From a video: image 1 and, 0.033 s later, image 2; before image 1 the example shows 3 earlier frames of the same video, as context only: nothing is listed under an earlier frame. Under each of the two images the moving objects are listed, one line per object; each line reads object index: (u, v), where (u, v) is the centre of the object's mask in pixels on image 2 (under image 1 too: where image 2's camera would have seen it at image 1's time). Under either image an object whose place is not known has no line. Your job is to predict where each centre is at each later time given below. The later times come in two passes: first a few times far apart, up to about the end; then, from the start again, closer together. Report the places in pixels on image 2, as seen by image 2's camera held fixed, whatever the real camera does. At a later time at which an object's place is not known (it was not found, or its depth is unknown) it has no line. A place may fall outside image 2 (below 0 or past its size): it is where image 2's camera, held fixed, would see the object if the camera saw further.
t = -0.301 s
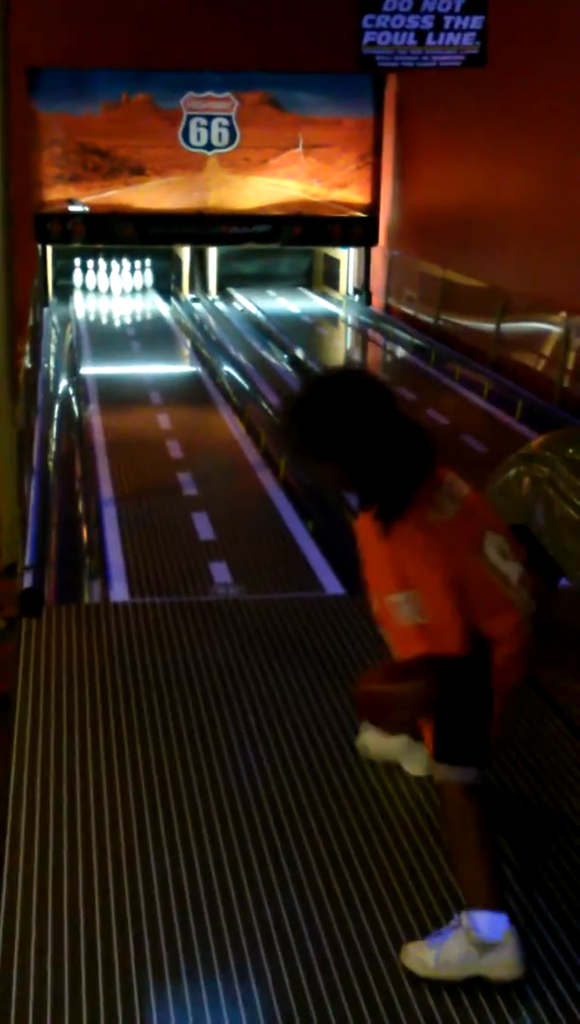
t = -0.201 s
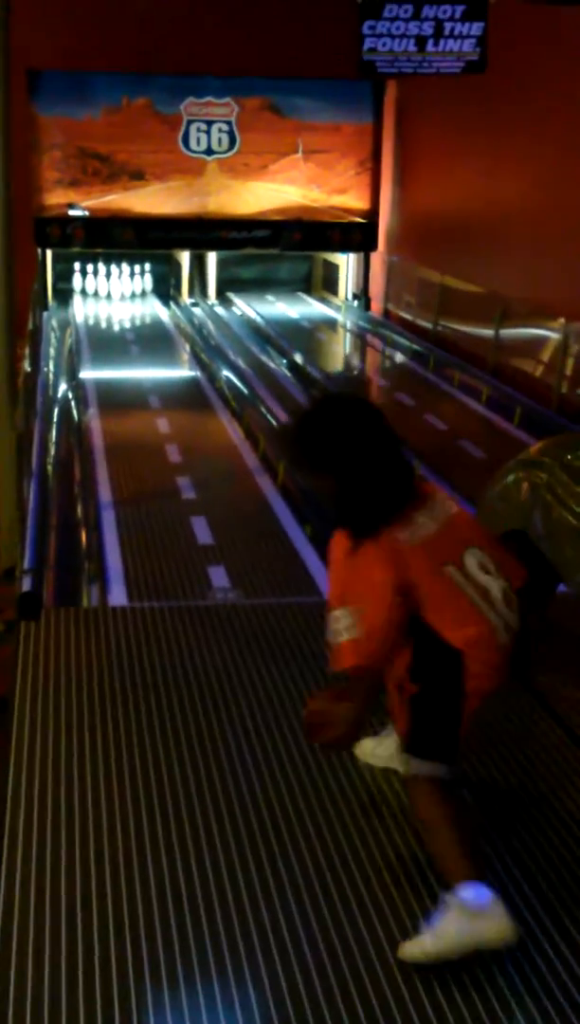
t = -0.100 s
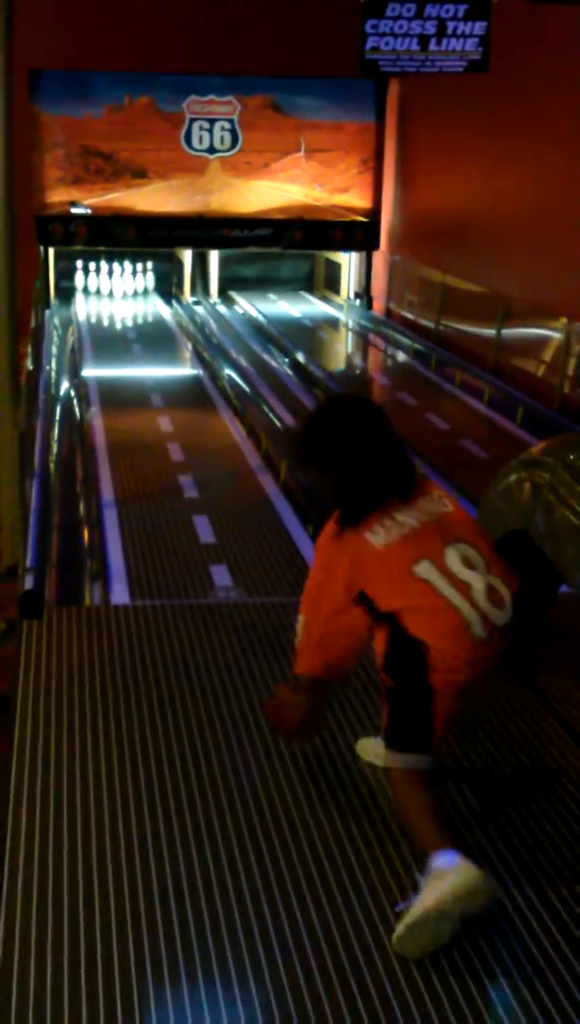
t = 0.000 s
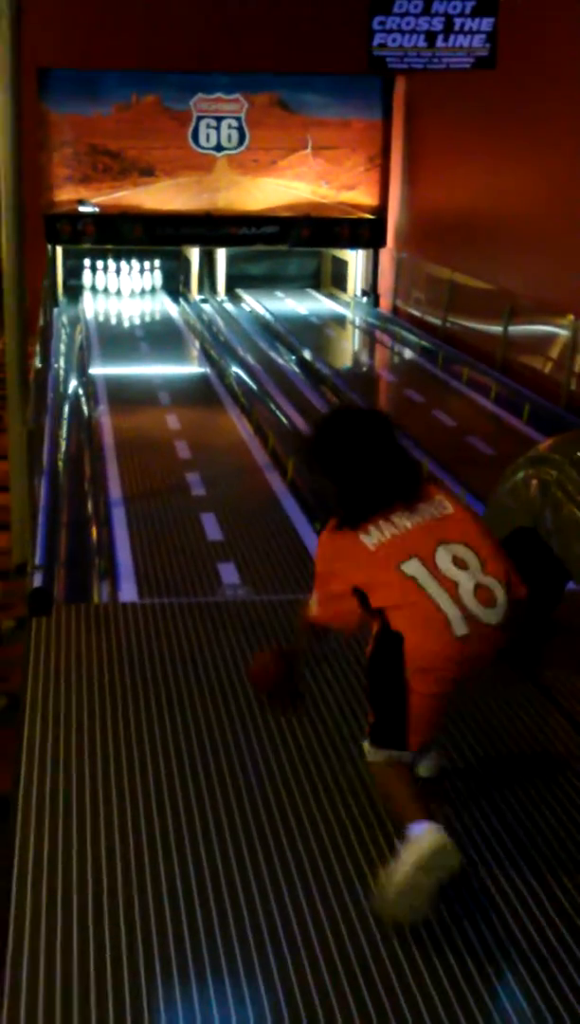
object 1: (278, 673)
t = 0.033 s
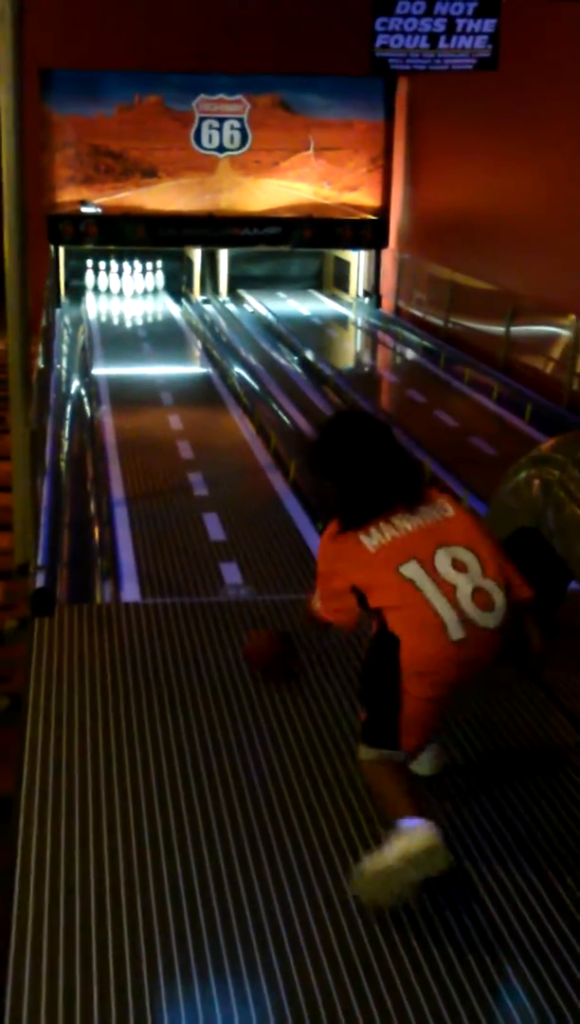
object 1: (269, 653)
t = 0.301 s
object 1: (230, 539)
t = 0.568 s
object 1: (211, 473)
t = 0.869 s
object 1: (196, 422)
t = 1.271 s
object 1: (182, 373)
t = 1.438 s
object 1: (178, 357)
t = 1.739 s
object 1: (172, 334)
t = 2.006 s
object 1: (167, 318)
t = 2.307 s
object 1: (163, 301)
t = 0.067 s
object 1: (265, 638)
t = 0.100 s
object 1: (260, 622)
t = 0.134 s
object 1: (253, 604)
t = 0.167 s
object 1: (246, 587)
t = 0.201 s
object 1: (243, 574)
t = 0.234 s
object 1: (240, 561)
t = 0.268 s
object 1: (235, 549)
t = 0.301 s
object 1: (230, 539)
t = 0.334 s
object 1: (228, 530)
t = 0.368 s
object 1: (226, 519)
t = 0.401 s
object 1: (223, 510)
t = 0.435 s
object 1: (220, 502)
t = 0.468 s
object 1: (217, 495)
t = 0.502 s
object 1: (214, 490)
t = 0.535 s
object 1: (212, 480)
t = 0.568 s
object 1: (211, 473)
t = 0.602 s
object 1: (209, 467)
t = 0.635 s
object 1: (206, 460)
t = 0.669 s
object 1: (205, 453)
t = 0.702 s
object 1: (203, 447)
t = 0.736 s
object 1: (202, 443)
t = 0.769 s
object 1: (200, 439)
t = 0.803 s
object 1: (198, 435)
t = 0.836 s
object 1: (197, 429)
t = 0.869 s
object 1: (196, 422)
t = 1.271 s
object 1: (182, 373)
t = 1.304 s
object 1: (182, 370)
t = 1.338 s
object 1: (180, 366)
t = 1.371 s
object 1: (179, 362)
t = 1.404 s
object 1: (179, 359)
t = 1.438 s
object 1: (178, 357)
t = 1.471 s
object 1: (177, 354)
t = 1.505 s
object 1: (176, 352)
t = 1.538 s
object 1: (176, 348)
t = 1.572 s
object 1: (175, 346)
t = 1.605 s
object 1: (175, 343)
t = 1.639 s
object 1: (173, 340)
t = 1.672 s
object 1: (173, 338)
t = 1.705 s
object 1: (172, 336)
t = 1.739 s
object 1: (172, 334)
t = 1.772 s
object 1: (171, 332)
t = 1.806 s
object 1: (171, 329)
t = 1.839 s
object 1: (170, 327)
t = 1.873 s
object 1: (170, 325)
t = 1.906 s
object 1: (169, 323)
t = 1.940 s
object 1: (168, 321)
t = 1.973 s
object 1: (167, 319)
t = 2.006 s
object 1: (167, 318)
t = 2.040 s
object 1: (167, 315)
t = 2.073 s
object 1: (166, 314)
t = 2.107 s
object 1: (166, 311)
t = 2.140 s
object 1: (165, 310)
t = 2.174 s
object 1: (164, 308)
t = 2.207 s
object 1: (164, 307)
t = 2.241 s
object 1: (164, 305)
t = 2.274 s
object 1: (164, 303)
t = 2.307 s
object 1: (163, 301)
